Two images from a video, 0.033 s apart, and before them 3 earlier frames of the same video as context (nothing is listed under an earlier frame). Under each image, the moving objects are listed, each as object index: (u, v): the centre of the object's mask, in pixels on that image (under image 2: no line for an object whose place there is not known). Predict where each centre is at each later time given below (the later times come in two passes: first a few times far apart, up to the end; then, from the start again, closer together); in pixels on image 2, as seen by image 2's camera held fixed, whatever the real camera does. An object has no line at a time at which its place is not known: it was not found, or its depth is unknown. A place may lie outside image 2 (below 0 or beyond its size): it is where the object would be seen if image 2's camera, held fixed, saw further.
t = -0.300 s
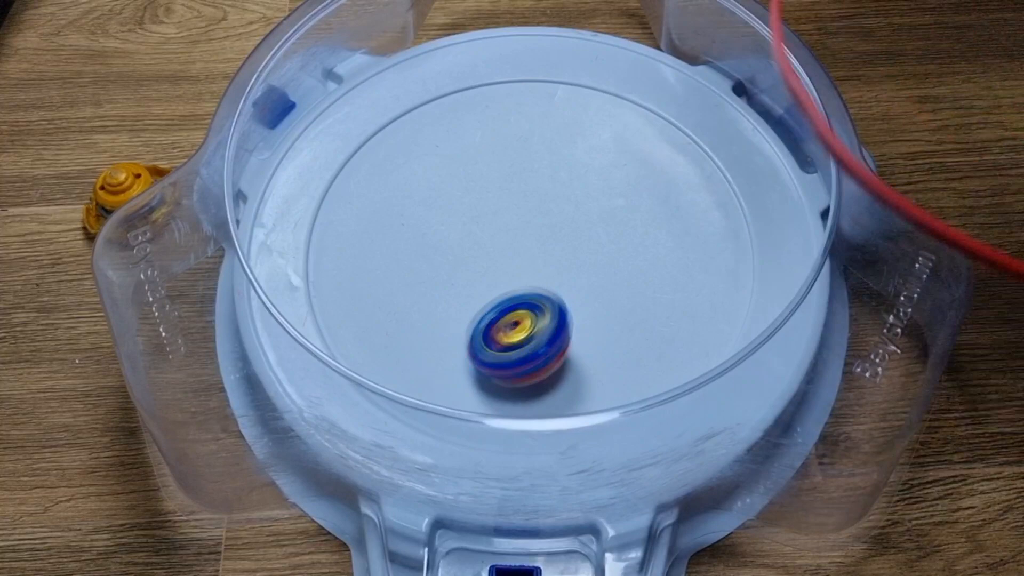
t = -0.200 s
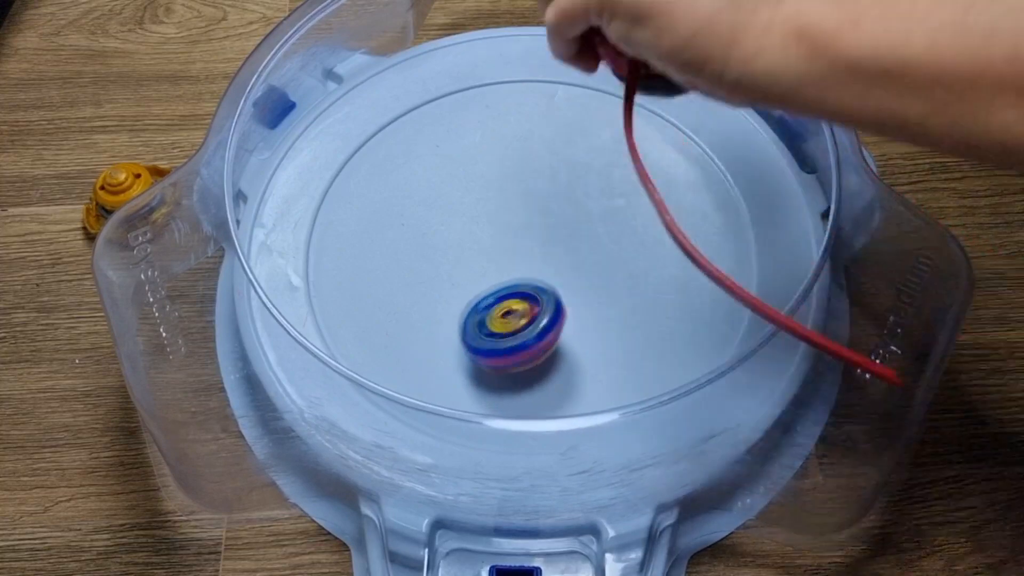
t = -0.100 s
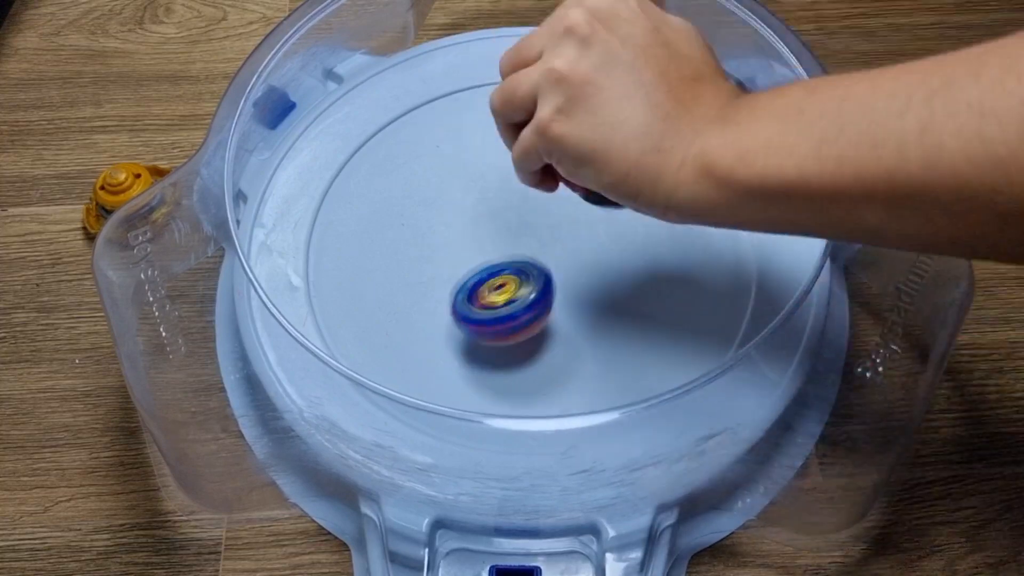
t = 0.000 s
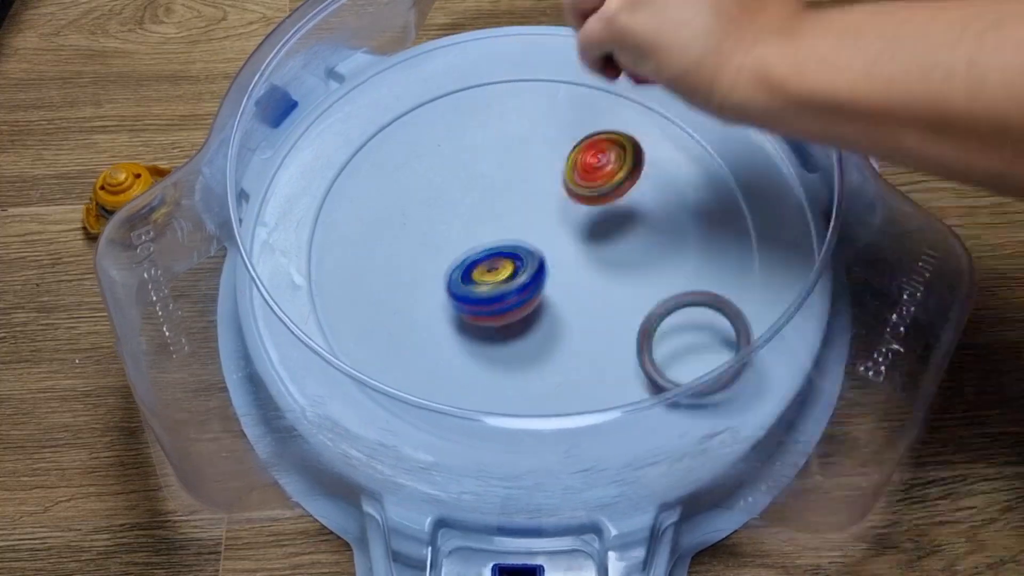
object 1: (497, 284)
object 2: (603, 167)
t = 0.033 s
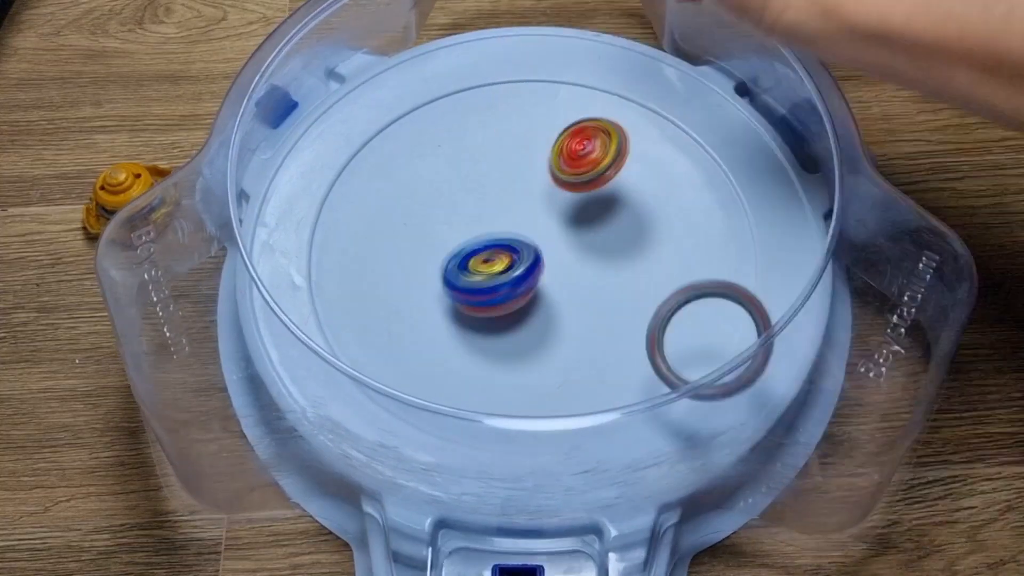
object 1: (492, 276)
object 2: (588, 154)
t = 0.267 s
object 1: (438, 242)
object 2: (493, 164)
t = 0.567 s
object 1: (363, 325)
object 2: (493, 218)
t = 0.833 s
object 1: (451, 326)
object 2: (509, 243)
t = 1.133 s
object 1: (391, 323)
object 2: (499, 160)
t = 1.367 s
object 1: (361, 290)
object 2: (421, 160)
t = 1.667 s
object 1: (296, 259)
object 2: (573, 73)
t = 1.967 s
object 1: (351, 235)
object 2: (747, 128)
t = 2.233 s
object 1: (514, 149)
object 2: (576, 293)
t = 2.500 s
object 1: (595, 119)
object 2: (477, 273)
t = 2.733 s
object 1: (594, 151)
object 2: (591, 253)
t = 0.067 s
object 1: (487, 266)
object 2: (573, 155)
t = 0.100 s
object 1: (482, 258)
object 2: (558, 155)
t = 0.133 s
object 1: (477, 244)
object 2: (541, 151)
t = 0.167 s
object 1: (473, 242)
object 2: (524, 159)
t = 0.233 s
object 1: (457, 231)
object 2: (497, 167)
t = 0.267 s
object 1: (438, 242)
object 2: (493, 164)
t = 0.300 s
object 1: (421, 264)
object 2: (491, 172)
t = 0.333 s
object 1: (405, 270)
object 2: (490, 185)
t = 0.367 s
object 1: (391, 283)
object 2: (487, 197)
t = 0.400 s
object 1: (380, 291)
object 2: (485, 205)
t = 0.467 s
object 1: (363, 304)
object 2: (485, 238)
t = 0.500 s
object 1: (360, 314)
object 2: (487, 233)
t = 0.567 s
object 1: (363, 325)
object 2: (493, 218)
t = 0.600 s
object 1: (367, 326)
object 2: (498, 217)
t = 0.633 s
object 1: (375, 333)
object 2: (502, 220)
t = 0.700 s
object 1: (395, 335)
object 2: (507, 222)
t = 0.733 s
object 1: (408, 330)
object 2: (510, 228)
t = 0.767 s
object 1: (424, 322)
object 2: (508, 239)
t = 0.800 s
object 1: (443, 326)
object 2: (509, 246)
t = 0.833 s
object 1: (451, 326)
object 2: (509, 243)
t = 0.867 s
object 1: (435, 340)
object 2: (528, 219)
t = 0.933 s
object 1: (408, 354)
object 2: (559, 169)
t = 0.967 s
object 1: (396, 354)
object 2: (572, 152)
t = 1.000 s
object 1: (387, 349)
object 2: (579, 140)
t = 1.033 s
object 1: (387, 348)
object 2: (562, 140)
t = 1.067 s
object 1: (387, 343)
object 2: (542, 144)
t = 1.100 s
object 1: (386, 334)
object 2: (522, 147)
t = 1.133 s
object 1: (391, 323)
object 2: (499, 160)
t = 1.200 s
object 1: (398, 294)
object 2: (454, 187)
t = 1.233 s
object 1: (404, 280)
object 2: (430, 204)
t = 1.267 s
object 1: (391, 286)
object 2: (427, 190)
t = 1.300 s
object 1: (383, 290)
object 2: (425, 178)
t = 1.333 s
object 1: (377, 298)
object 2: (422, 166)
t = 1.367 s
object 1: (361, 290)
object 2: (421, 160)
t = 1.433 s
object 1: (329, 263)
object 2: (419, 154)
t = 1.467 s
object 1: (337, 249)
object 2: (418, 154)
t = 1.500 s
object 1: (345, 242)
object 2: (418, 158)
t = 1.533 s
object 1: (359, 220)
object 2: (418, 161)
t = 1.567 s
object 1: (348, 233)
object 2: (445, 148)
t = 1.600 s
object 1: (325, 240)
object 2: (491, 120)
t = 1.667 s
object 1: (296, 259)
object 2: (573, 73)
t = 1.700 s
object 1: (277, 262)
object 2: (608, 61)
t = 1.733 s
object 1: (267, 264)
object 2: (637, 58)
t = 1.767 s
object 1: (271, 265)
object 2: (668, 69)
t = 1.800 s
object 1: (278, 264)
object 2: (692, 74)
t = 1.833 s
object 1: (295, 260)
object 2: (712, 72)
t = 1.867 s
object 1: (304, 258)
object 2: (730, 85)
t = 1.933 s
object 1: (332, 244)
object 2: (747, 121)
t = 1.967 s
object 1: (351, 235)
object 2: (747, 128)
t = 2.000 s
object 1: (375, 227)
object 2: (744, 150)
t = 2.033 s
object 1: (397, 215)
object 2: (737, 187)
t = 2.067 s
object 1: (416, 204)
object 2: (720, 206)
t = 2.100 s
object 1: (438, 195)
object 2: (699, 224)
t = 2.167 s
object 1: (479, 172)
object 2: (642, 254)
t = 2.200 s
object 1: (497, 157)
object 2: (610, 270)
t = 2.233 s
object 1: (514, 149)
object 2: (576, 293)
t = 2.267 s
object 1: (528, 133)
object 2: (548, 288)
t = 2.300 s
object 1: (541, 129)
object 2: (519, 298)
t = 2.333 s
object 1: (555, 117)
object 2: (502, 298)
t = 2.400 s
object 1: (577, 109)
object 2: (481, 284)
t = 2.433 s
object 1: (584, 113)
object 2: (475, 284)
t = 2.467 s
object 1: (590, 112)
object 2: (474, 275)
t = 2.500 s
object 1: (595, 119)
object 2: (477, 273)
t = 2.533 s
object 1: (598, 120)
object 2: (488, 265)
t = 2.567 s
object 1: (600, 129)
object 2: (498, 262)
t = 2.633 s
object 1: (600, 144)
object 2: (532, 251)
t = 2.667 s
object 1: (599, 151)
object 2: (553, 248)
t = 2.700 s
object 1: (596, 158)
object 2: (575, 245)
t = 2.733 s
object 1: (594, 151)
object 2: (591, 253)
